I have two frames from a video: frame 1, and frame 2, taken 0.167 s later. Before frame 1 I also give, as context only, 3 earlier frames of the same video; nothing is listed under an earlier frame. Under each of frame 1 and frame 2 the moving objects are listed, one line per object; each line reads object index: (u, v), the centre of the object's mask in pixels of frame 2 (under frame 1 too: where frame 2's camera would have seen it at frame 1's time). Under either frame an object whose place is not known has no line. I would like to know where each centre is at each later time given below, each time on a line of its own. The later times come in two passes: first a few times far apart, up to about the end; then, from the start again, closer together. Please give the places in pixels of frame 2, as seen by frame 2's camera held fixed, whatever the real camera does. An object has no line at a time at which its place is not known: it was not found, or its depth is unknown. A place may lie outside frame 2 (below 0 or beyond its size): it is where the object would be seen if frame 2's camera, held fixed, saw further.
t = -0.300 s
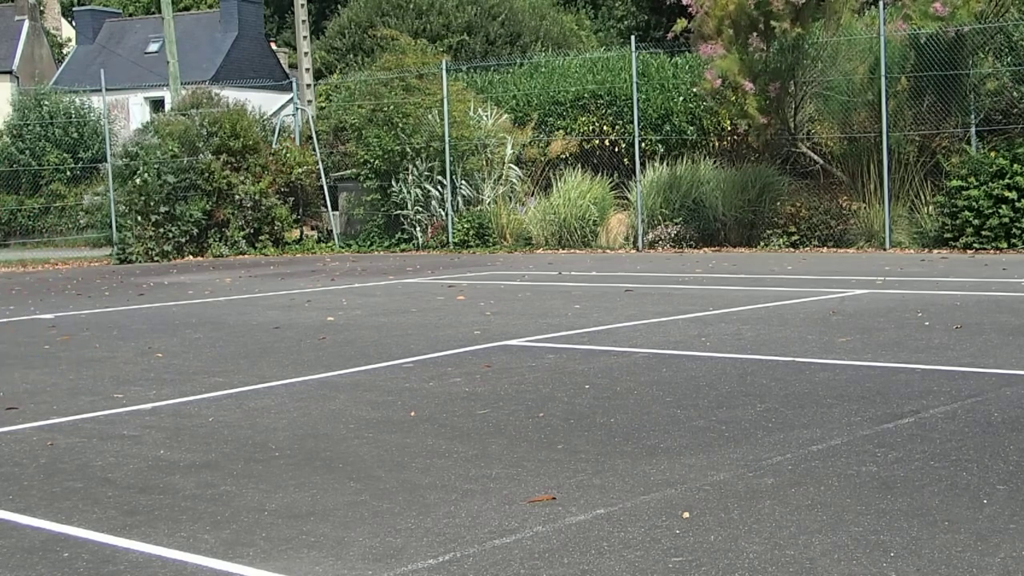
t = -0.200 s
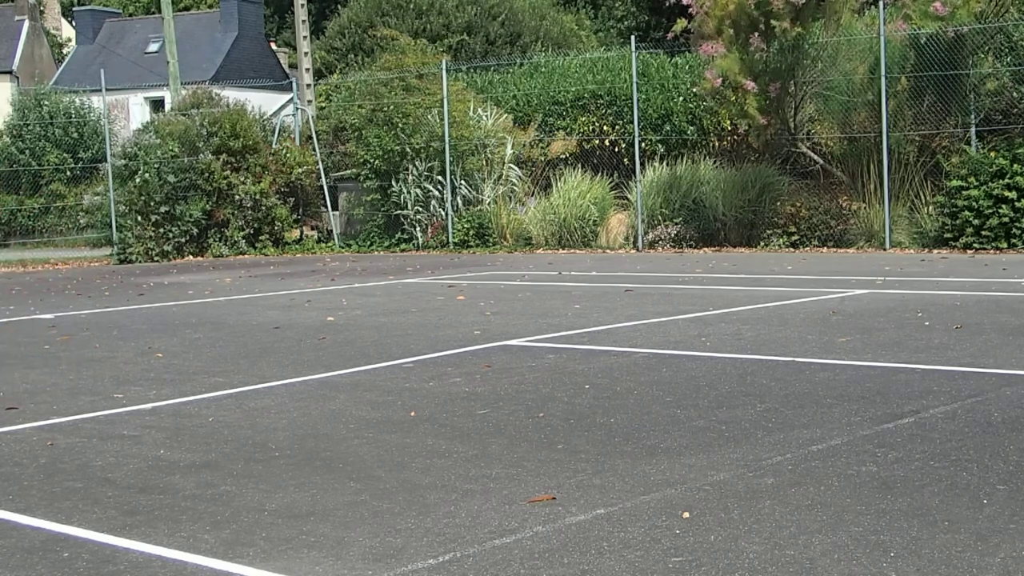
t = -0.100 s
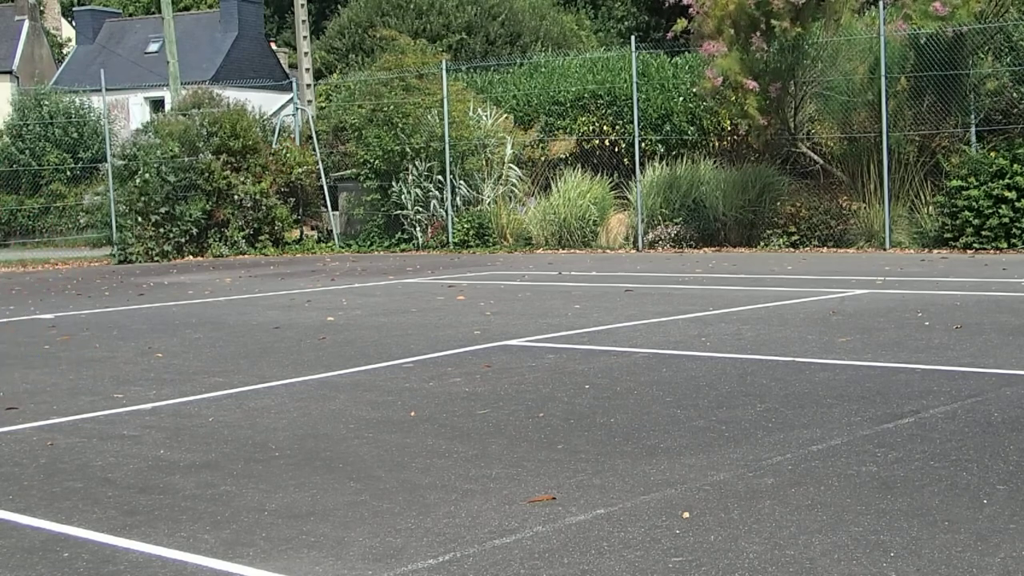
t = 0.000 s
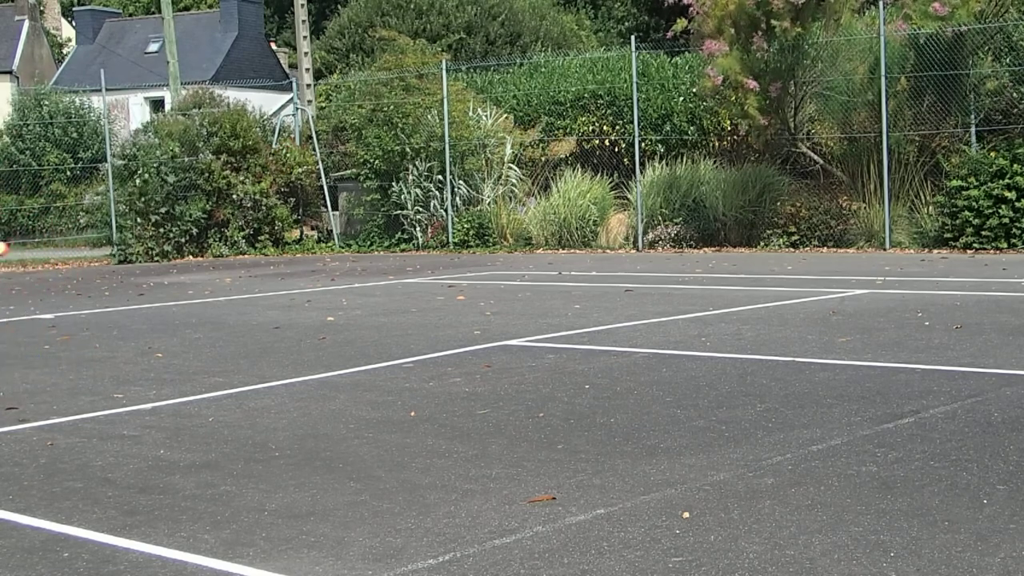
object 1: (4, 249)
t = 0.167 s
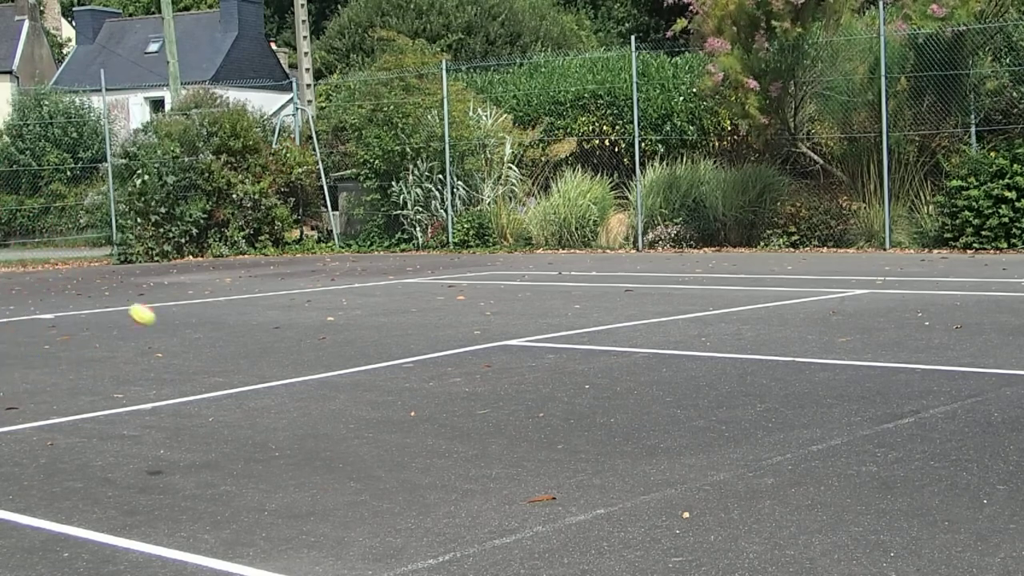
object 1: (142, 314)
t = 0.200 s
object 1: (180, 341)
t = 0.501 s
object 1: (595, 510)
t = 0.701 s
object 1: (952, 533)
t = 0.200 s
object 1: (180, 341)
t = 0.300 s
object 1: (323, 469)
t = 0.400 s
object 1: (482, 565)
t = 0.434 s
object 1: (516, 545)
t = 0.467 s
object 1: (553, 526)
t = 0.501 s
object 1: (595, 510)
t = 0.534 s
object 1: (640, 498)
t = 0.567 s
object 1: (690, 491)
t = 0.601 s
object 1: (745, 490)
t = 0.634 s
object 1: (806, 496)
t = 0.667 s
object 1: (874, 509)
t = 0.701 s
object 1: (952, 533)
